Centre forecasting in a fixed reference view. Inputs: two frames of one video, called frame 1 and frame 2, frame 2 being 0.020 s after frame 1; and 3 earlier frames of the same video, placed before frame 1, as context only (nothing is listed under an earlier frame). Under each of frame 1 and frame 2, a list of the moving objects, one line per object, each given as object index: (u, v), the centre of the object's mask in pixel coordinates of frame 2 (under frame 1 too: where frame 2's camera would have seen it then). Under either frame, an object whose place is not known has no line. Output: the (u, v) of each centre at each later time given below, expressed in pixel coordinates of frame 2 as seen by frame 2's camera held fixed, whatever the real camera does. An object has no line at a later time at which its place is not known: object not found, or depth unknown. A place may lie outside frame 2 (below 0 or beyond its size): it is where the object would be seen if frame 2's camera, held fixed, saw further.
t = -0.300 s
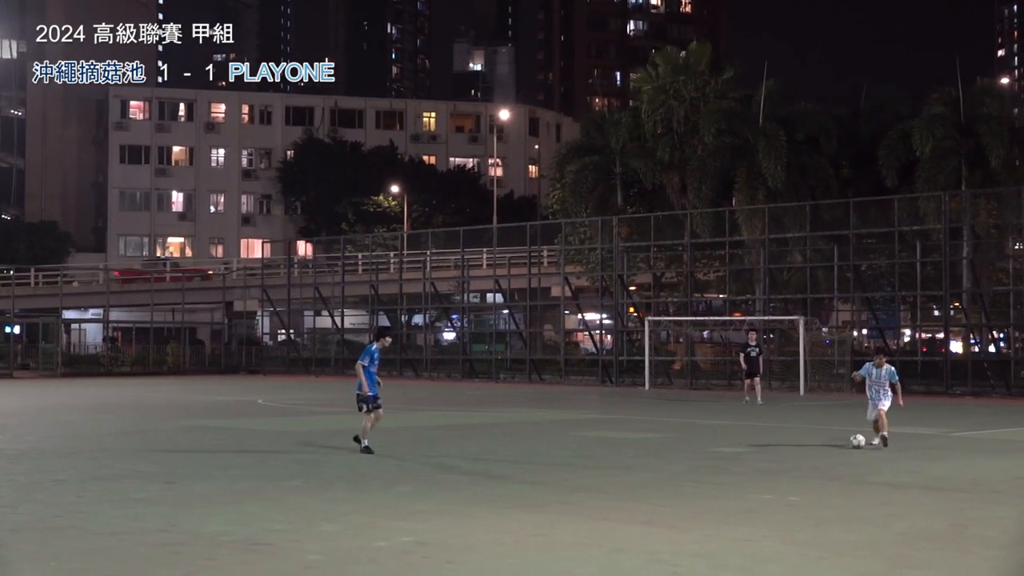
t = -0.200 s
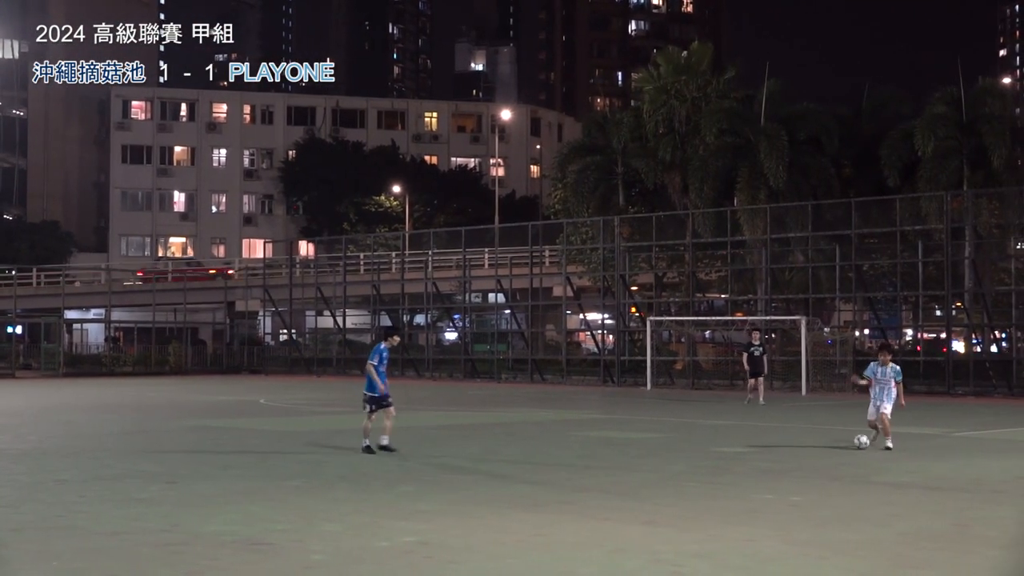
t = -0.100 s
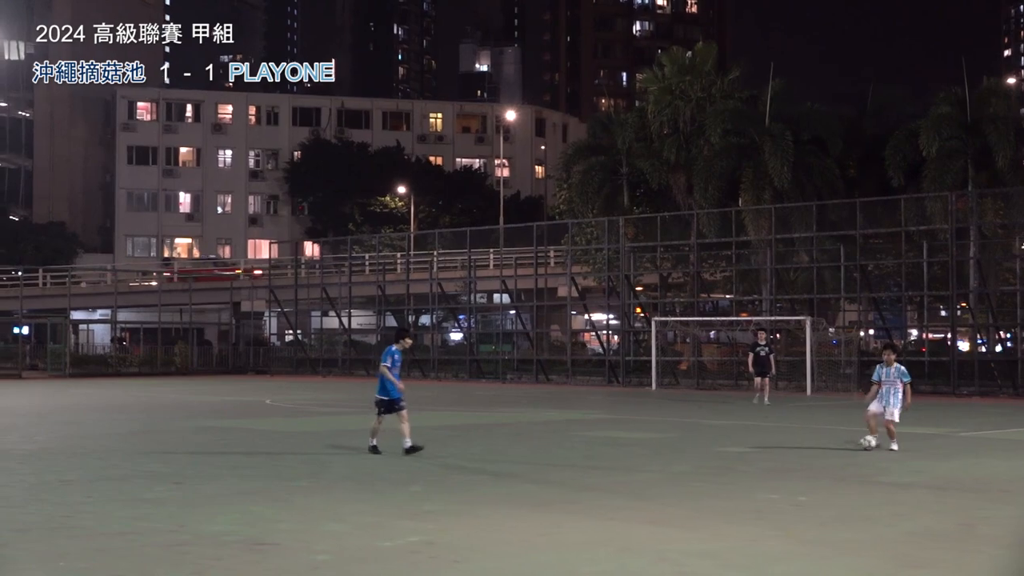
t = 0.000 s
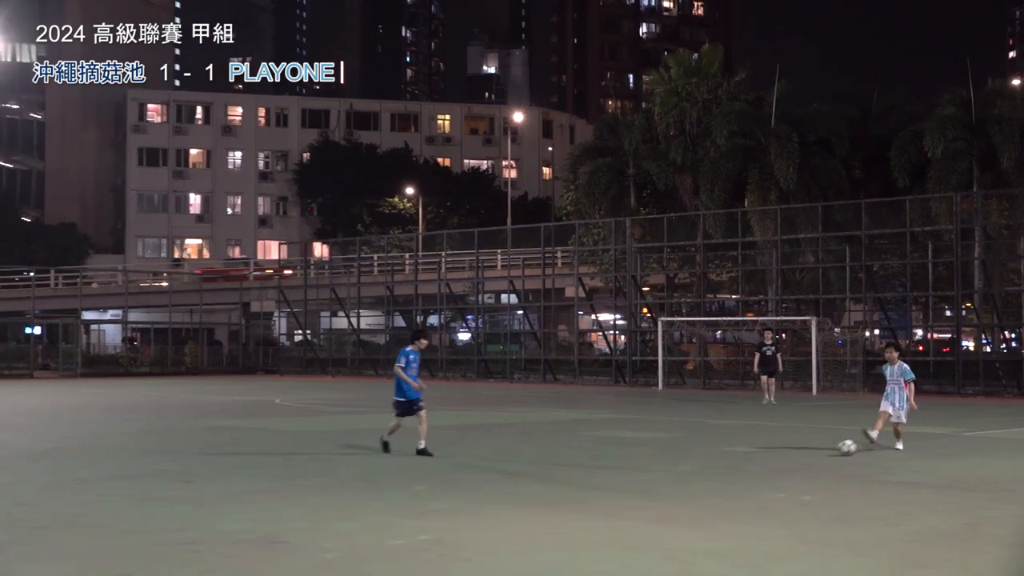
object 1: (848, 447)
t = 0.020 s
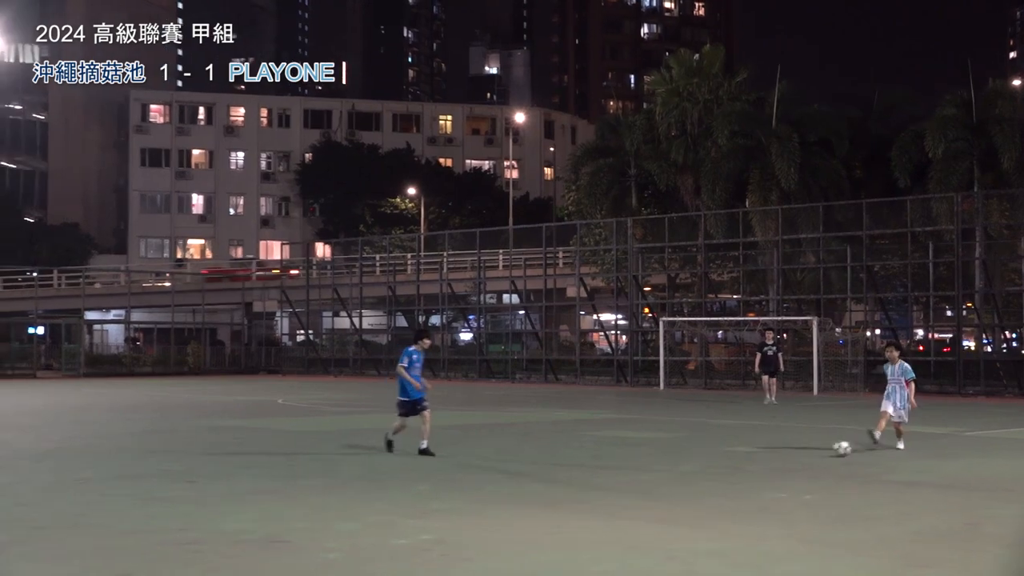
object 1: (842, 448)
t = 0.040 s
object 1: (835, 450)
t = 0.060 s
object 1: (829, 451)
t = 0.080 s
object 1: (822, 453)
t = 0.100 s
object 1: (816, 455)
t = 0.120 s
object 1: (810, 456)
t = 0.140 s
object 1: (804, 457)
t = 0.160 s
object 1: (796, 458)
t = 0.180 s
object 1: (790, 460)
